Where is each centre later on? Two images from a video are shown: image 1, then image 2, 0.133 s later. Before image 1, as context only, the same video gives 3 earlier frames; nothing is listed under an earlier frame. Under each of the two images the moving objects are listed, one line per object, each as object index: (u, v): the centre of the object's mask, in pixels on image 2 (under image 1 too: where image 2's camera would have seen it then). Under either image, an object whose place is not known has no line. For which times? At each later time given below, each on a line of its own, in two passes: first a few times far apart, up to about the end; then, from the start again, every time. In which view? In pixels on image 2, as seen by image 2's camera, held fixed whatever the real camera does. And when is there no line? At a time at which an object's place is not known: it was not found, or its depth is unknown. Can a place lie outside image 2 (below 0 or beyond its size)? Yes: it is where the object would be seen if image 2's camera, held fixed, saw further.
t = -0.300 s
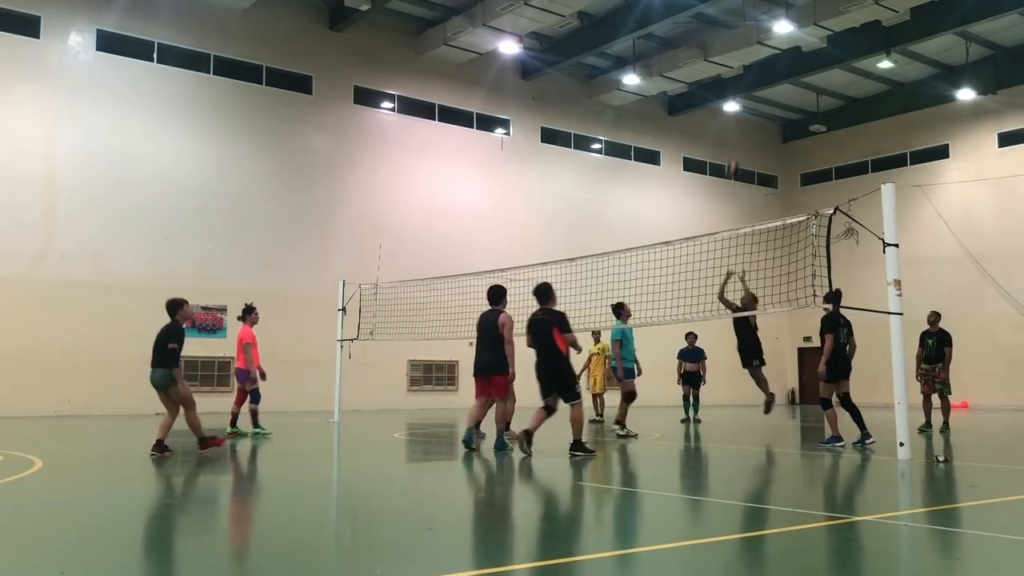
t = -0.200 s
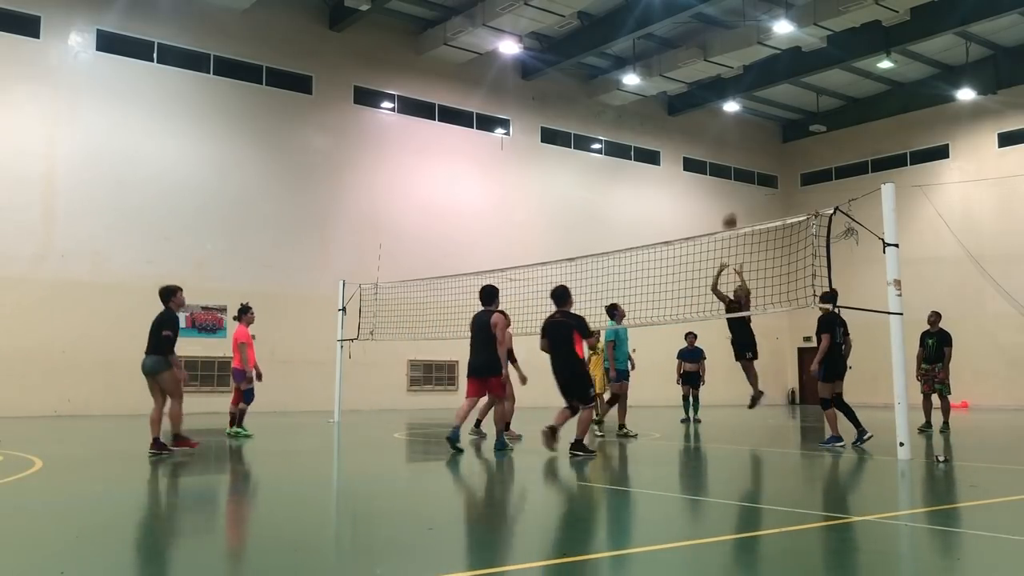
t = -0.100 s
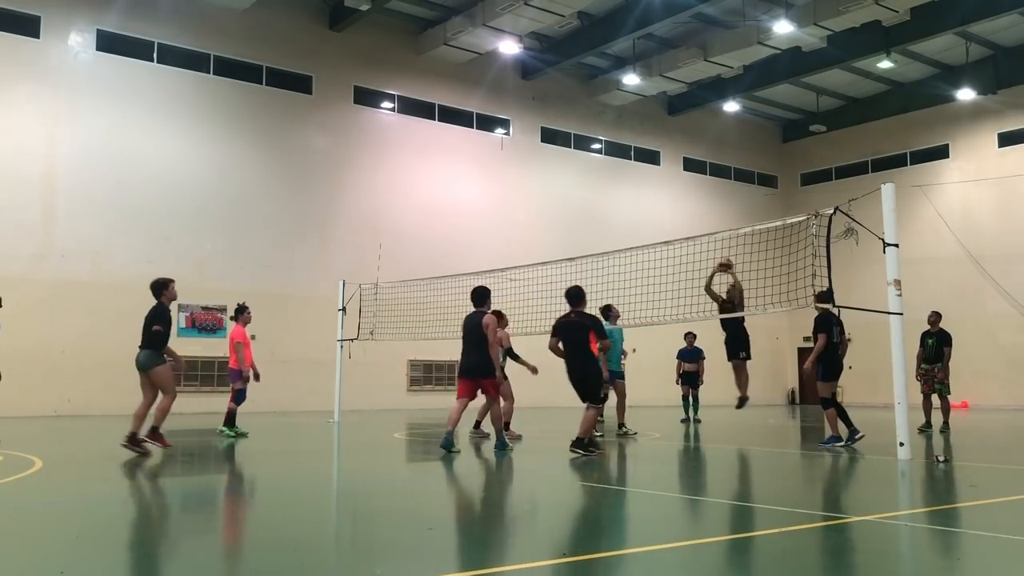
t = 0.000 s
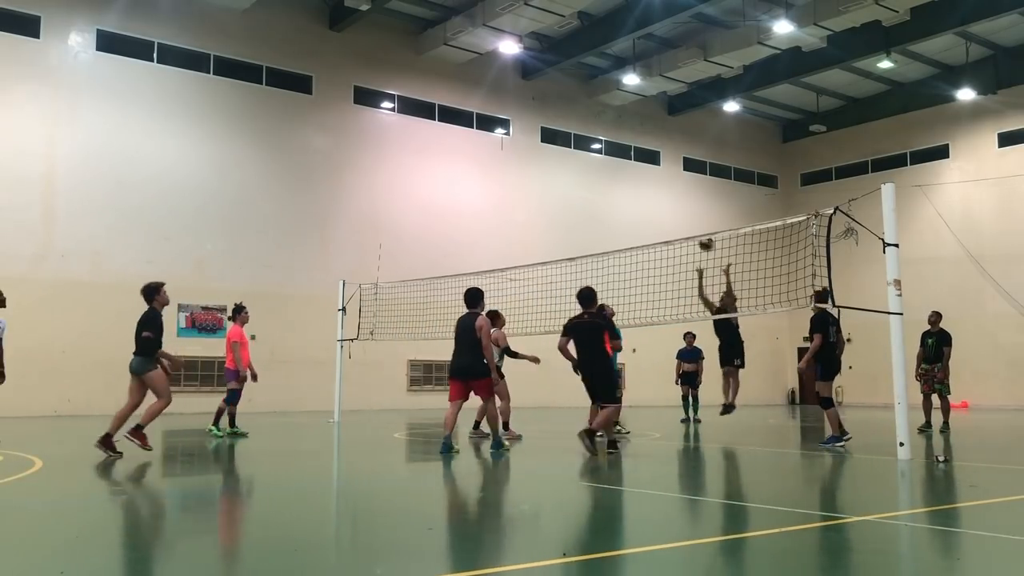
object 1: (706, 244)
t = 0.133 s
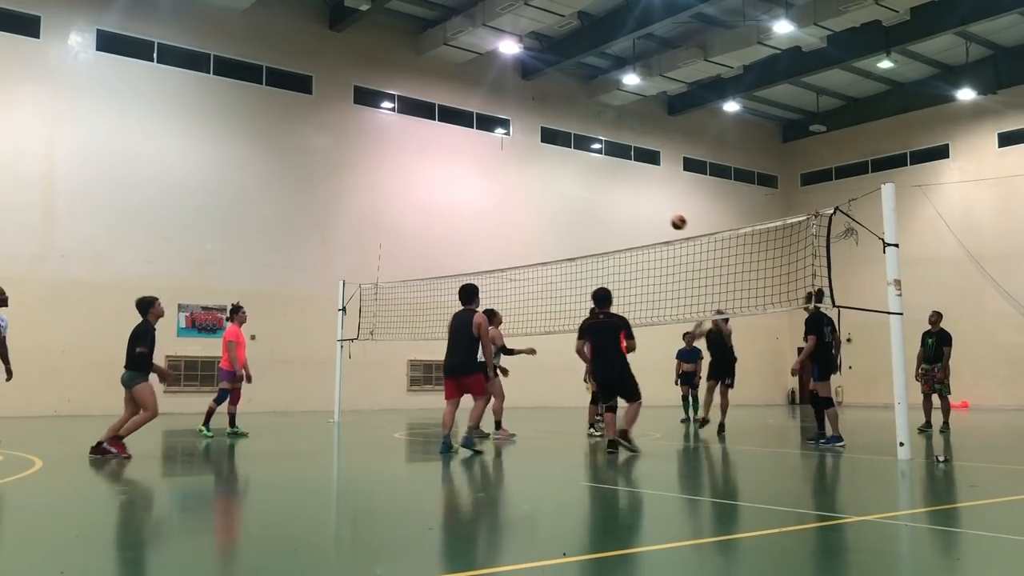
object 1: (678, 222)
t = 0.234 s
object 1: (657, 214)
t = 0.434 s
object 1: (615, 221)
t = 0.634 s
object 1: (571, 258)
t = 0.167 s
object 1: (671, 218)
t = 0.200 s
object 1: (664, 216)
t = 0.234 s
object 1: (657, 214)
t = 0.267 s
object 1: (650, 213)
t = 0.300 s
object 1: (643, 213)
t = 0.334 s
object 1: (636, 214)
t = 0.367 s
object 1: (629, 215)
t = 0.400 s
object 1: (622, 218)
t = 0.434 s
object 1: (615, 221)
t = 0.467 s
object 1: (607, 225)
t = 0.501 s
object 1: (600, 229)
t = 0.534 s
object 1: (593, 235)
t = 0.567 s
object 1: (585, 242)
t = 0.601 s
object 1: (578, 249)
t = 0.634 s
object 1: (571, 258)
